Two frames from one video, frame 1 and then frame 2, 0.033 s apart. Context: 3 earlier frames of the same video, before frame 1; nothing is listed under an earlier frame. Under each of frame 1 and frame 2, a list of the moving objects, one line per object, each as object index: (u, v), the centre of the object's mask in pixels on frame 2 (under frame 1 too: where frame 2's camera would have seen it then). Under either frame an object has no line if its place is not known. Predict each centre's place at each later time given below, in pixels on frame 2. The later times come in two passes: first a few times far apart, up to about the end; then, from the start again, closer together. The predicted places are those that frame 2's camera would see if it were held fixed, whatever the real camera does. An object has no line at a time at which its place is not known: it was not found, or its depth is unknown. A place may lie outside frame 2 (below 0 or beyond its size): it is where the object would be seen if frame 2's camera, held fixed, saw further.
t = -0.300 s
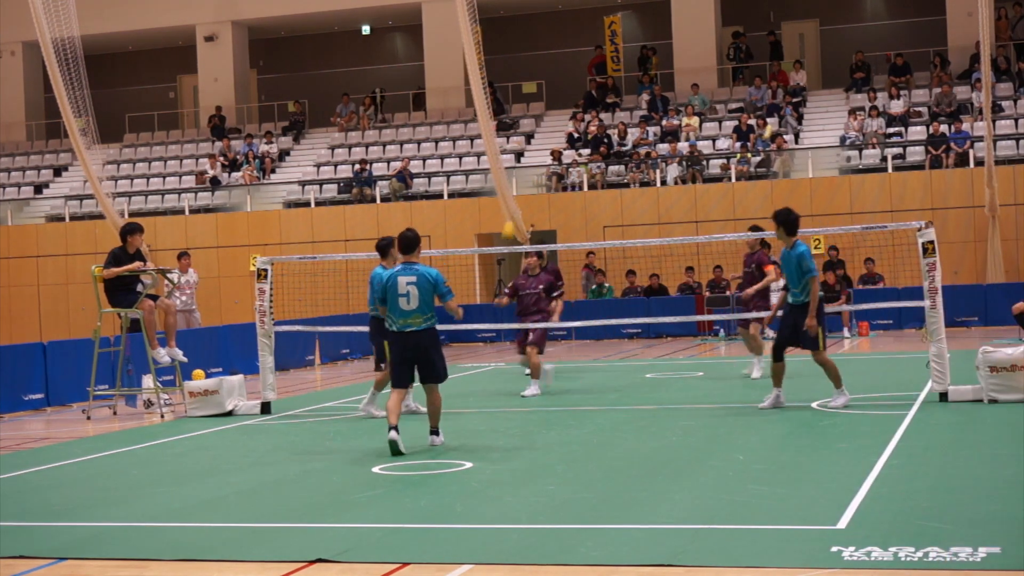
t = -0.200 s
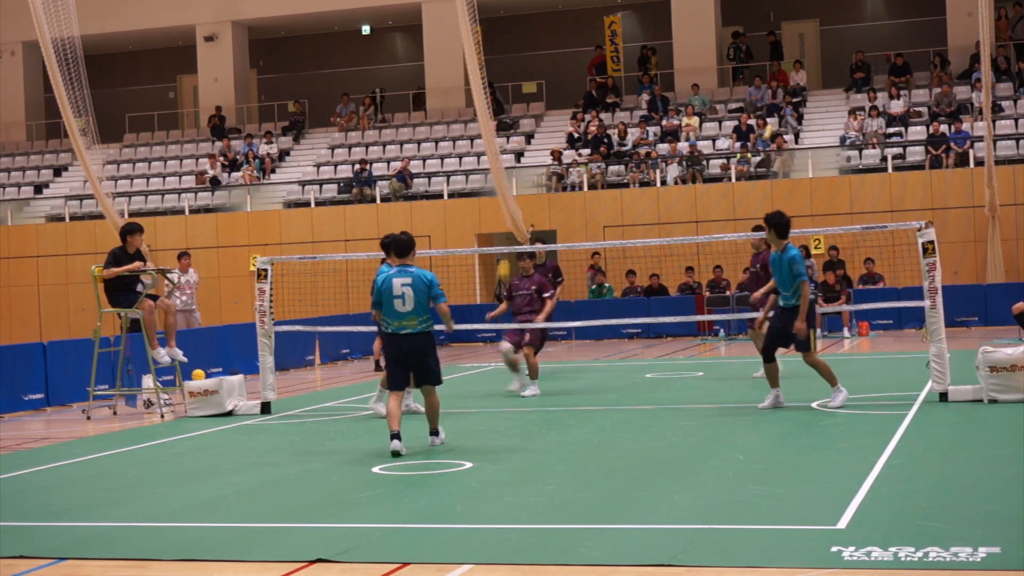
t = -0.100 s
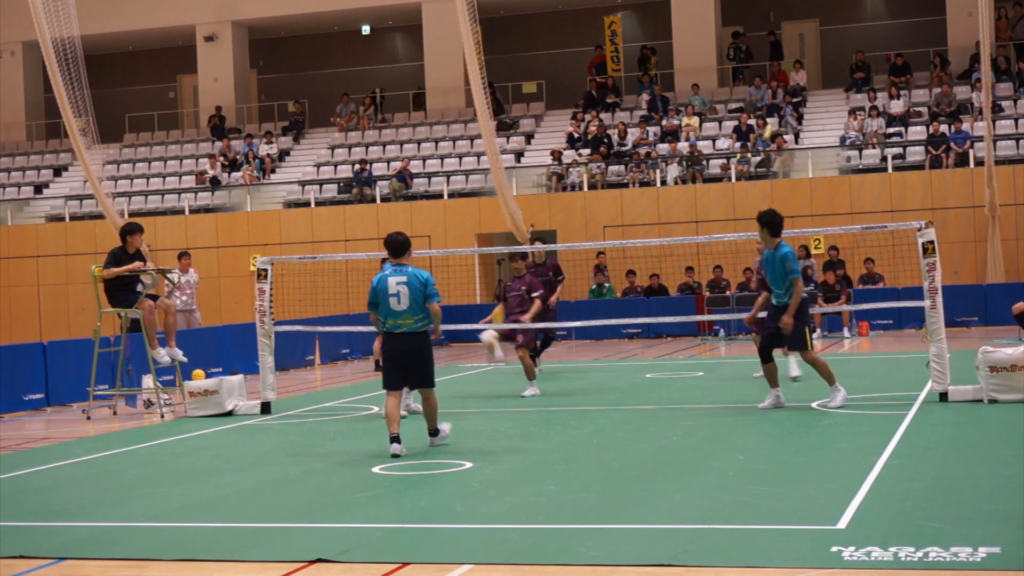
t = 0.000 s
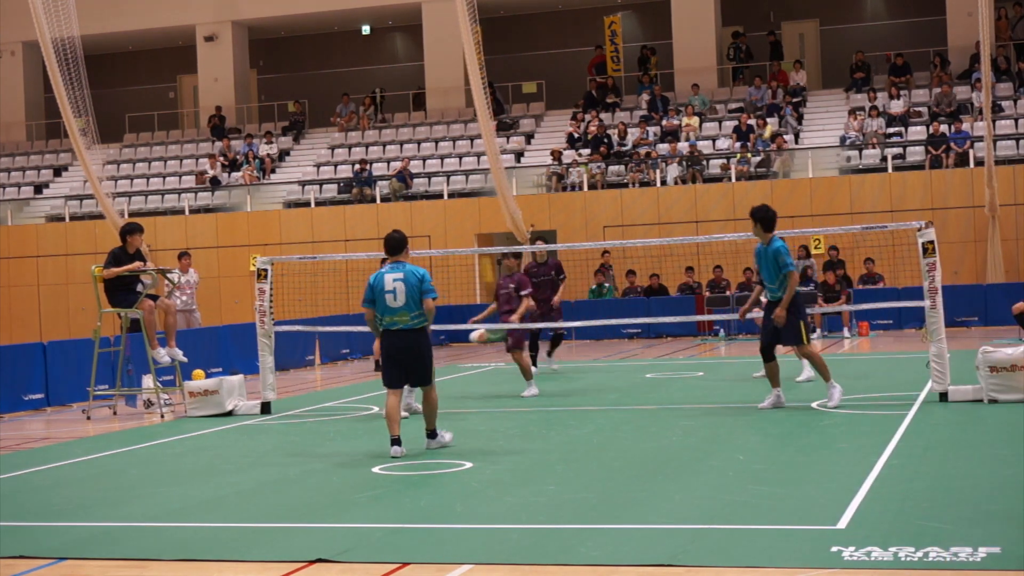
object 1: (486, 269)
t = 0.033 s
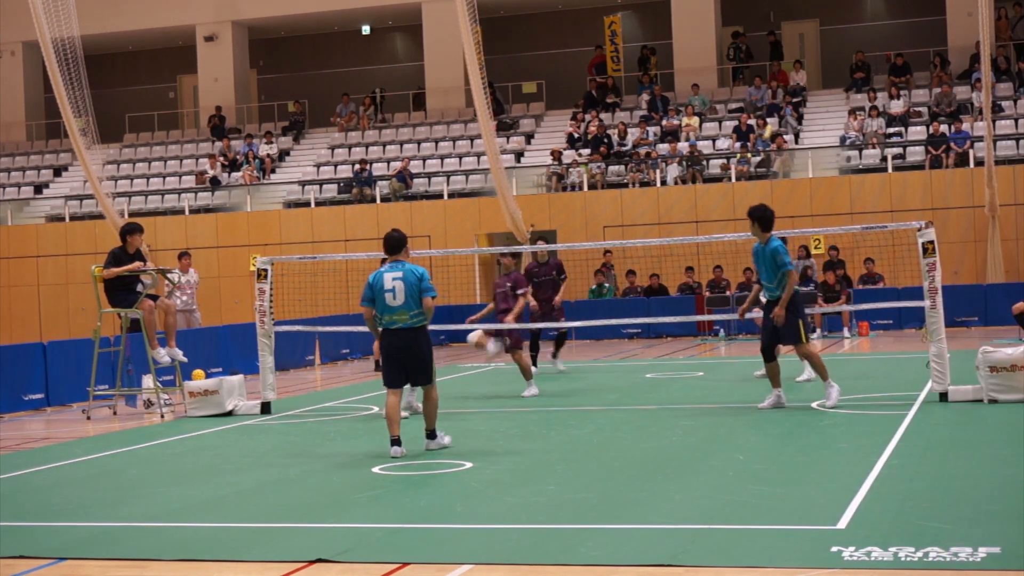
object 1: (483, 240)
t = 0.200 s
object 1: (463, 143)
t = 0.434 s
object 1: (438, 45)
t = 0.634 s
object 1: (420, 6)
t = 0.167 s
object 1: (467, 161)
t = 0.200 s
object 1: (463, 143)
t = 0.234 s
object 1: (459, 124)
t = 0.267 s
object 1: (455, 109)
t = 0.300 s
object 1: (451, 93)
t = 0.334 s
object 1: (448, 79)
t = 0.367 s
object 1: (445, 67)
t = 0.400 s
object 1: (442, 55)
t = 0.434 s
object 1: (438, 45)
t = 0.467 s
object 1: (435, 35)
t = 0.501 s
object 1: (432, 28)
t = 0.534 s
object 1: (429, 21)
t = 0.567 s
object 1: (426, 14)
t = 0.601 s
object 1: (423, 10)
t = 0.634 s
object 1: (420, 6)
